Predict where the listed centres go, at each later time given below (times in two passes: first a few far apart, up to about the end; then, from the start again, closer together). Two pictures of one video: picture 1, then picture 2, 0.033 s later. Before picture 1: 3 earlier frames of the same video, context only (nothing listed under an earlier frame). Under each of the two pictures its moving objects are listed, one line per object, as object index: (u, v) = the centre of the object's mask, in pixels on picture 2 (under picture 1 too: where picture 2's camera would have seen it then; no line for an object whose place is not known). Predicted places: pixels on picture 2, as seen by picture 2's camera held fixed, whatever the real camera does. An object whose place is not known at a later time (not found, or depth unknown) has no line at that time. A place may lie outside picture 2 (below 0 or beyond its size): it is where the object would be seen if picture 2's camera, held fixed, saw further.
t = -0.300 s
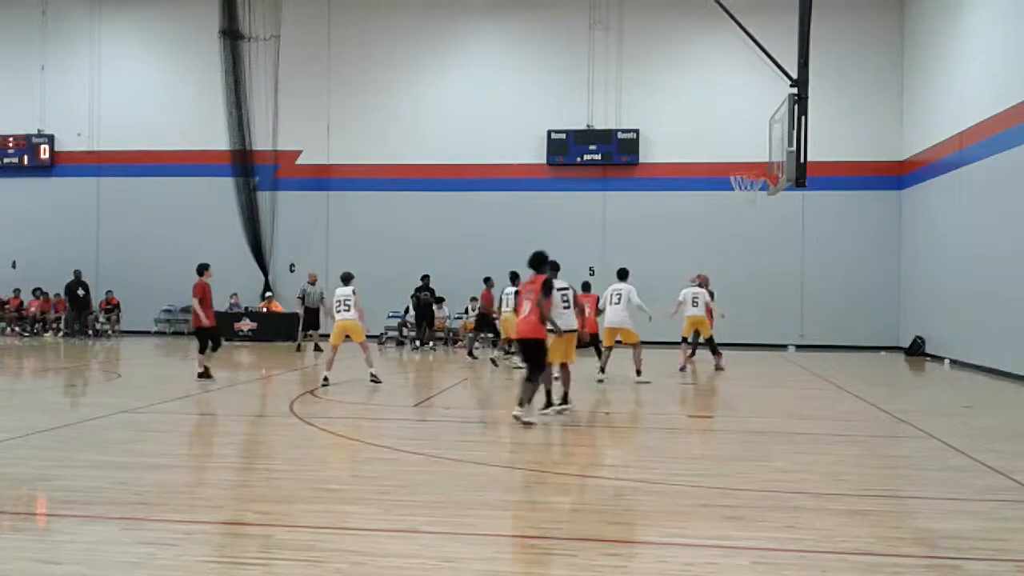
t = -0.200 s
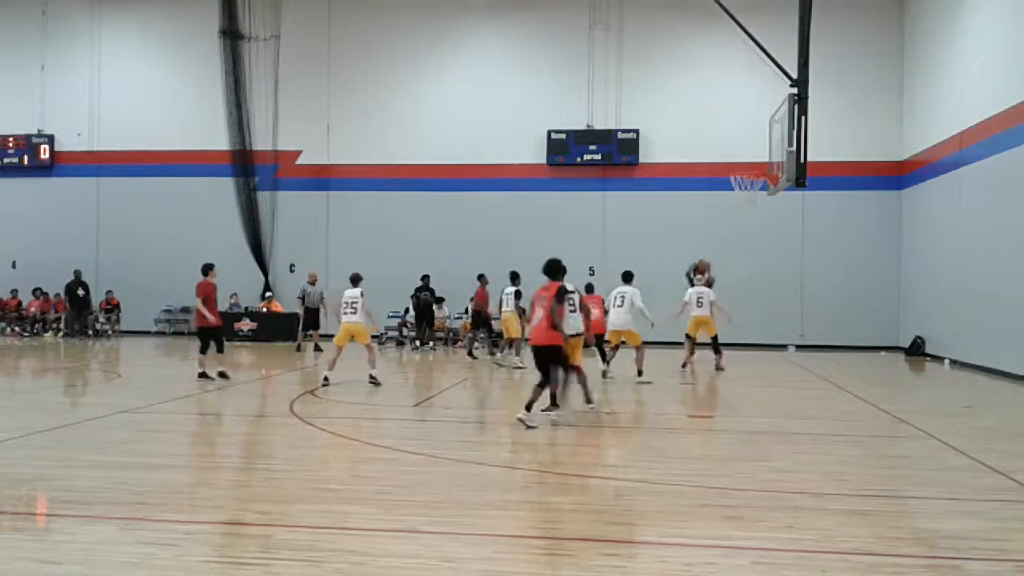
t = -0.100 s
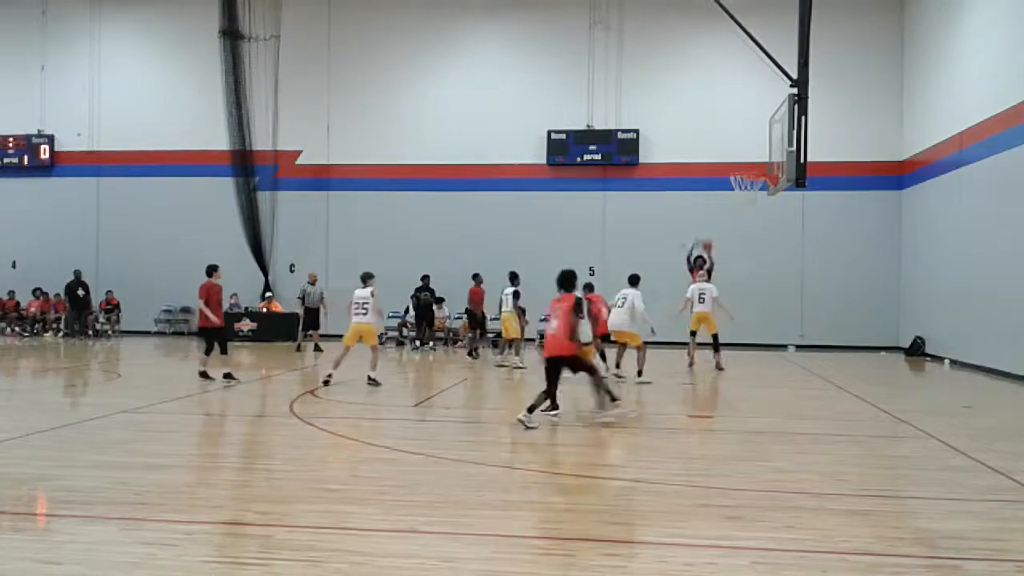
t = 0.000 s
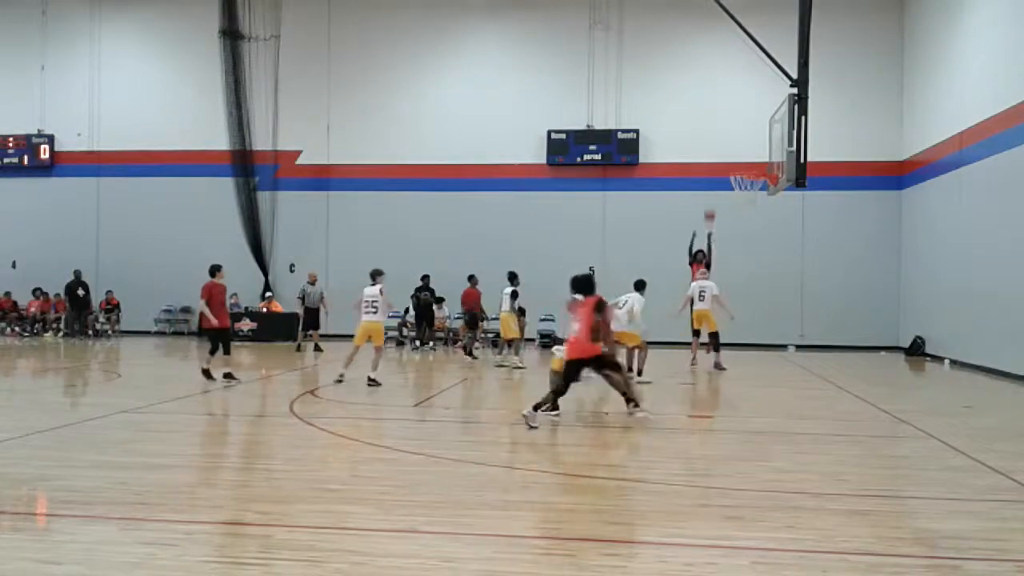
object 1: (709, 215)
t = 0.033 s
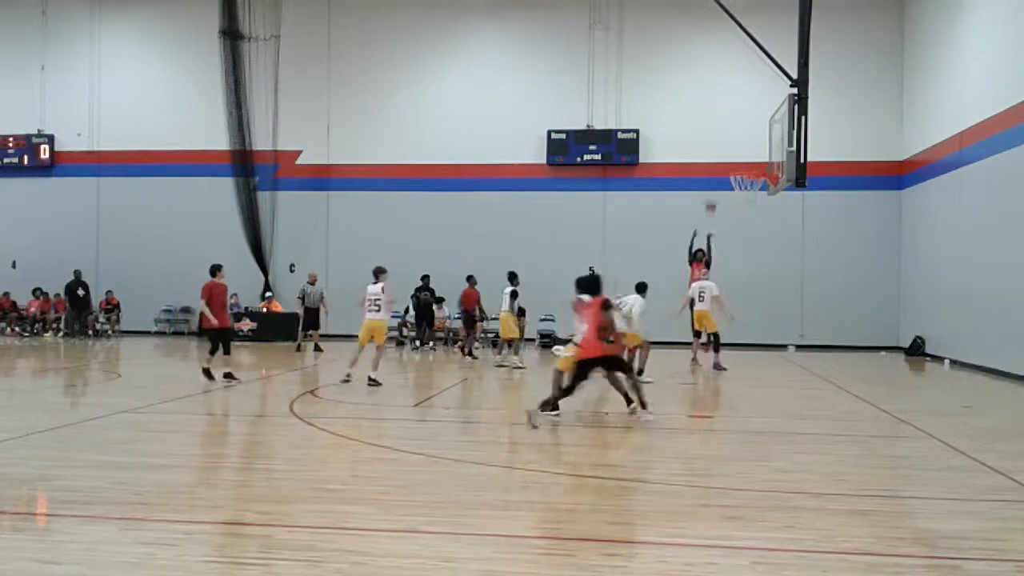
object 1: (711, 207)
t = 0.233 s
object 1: (717, 153)
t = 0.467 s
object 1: (725, 112)
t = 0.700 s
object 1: (733, 98)
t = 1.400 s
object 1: (740, 191)
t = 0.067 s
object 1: (711, 198)
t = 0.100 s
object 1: (712, 185)
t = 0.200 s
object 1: (716, 160)
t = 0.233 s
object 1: (717, 153)
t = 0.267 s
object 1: (718, 146)
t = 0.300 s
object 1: (720, 140)
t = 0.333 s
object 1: (721, 134)
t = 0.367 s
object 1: (722, 127)
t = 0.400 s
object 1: (723, 122)
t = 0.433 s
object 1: (724, 117)
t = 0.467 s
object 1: (725, 112)
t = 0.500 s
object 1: (727, 109)
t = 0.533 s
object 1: (728, 105)
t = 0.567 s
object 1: (728, 103)
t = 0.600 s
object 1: (730, 101)
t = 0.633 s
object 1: (731, 99)
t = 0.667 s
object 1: (732, 98)
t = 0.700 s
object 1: (733, 98)
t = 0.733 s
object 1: (734, 98)
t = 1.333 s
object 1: (741, 187)
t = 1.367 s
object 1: (740, 189)
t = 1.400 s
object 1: (740, 191)
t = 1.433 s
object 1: (739, 193)
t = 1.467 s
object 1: (739, 195)
